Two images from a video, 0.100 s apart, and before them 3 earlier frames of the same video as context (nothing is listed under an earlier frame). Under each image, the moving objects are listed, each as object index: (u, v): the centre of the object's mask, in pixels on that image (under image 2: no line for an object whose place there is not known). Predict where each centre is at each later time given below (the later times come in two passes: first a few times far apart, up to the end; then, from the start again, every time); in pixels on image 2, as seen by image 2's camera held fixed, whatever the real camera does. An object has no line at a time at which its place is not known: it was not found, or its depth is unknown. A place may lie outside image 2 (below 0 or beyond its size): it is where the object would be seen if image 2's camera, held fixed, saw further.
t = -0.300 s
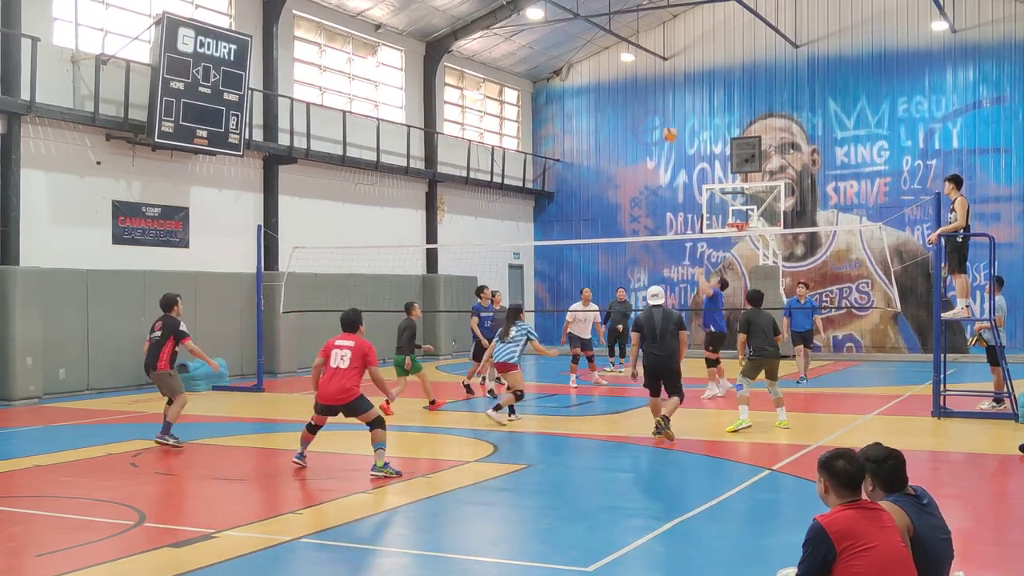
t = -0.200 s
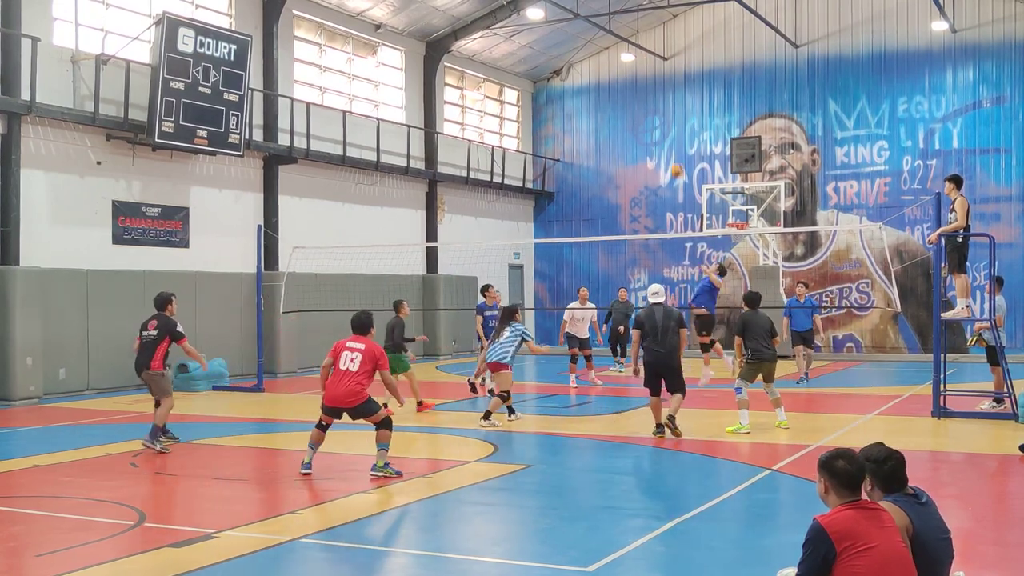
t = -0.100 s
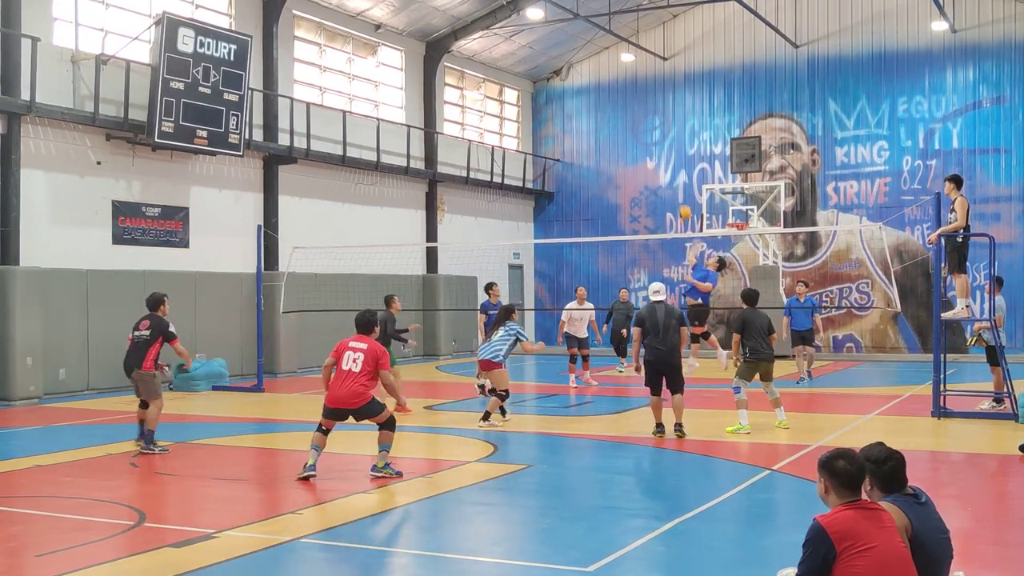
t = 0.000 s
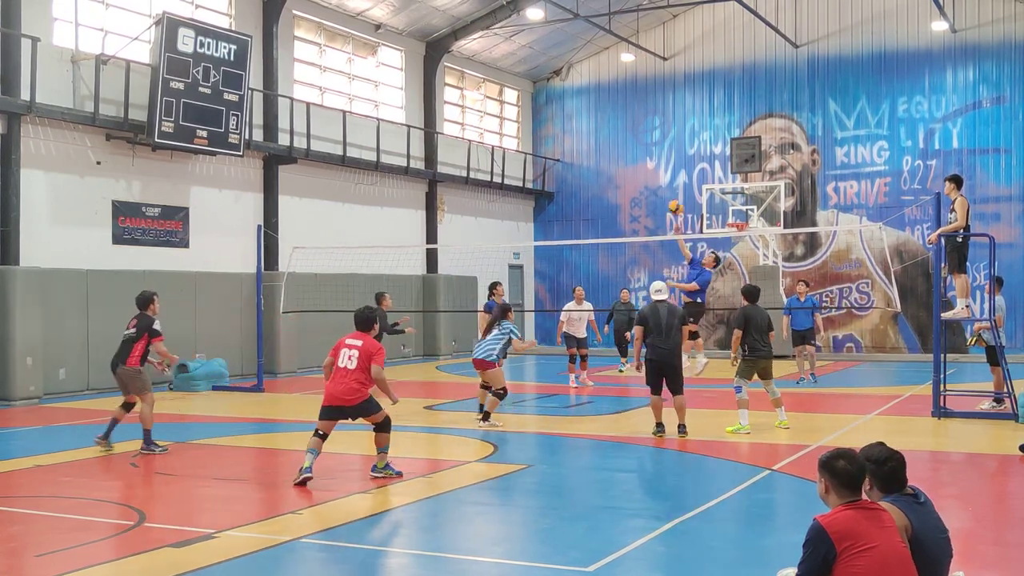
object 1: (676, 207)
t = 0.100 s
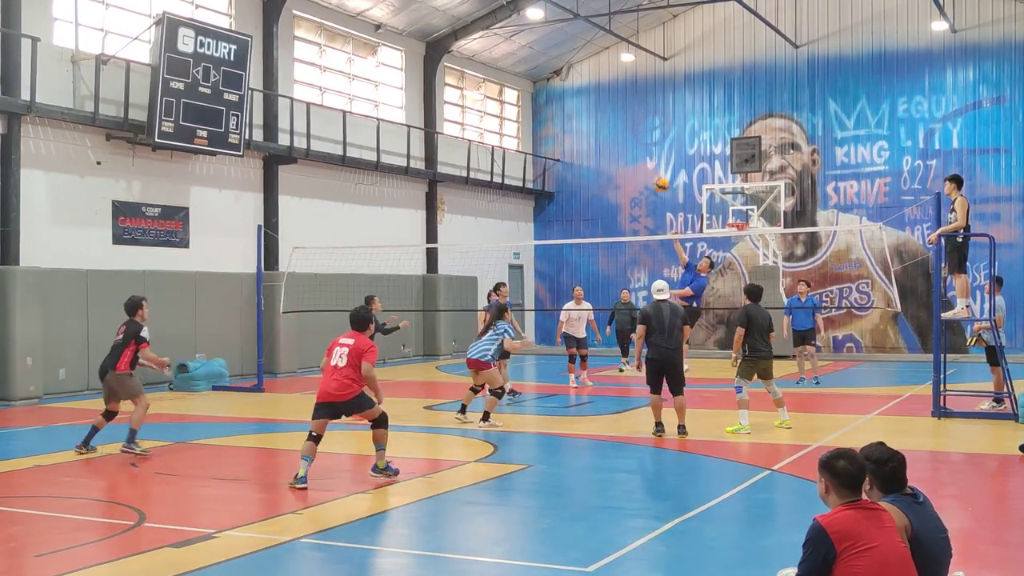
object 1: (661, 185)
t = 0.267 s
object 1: (635, 159)
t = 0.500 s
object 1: (594, 165)
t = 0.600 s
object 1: (574, 188)
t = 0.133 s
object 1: (655, 178)
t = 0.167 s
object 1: (651, 172)
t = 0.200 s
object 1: (645, 166)
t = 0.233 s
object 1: (641, 162)
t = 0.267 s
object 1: (635, 159)
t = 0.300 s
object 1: (629, 157)
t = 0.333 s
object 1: (624, 155)
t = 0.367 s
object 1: (618, 155)
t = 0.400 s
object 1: (612, 155)
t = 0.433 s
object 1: (606, 157)
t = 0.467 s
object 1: (600, 161)
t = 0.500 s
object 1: (594, 165)
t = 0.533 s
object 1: (587, 171)
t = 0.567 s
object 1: (580, 179)
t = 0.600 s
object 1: (574, 188)
